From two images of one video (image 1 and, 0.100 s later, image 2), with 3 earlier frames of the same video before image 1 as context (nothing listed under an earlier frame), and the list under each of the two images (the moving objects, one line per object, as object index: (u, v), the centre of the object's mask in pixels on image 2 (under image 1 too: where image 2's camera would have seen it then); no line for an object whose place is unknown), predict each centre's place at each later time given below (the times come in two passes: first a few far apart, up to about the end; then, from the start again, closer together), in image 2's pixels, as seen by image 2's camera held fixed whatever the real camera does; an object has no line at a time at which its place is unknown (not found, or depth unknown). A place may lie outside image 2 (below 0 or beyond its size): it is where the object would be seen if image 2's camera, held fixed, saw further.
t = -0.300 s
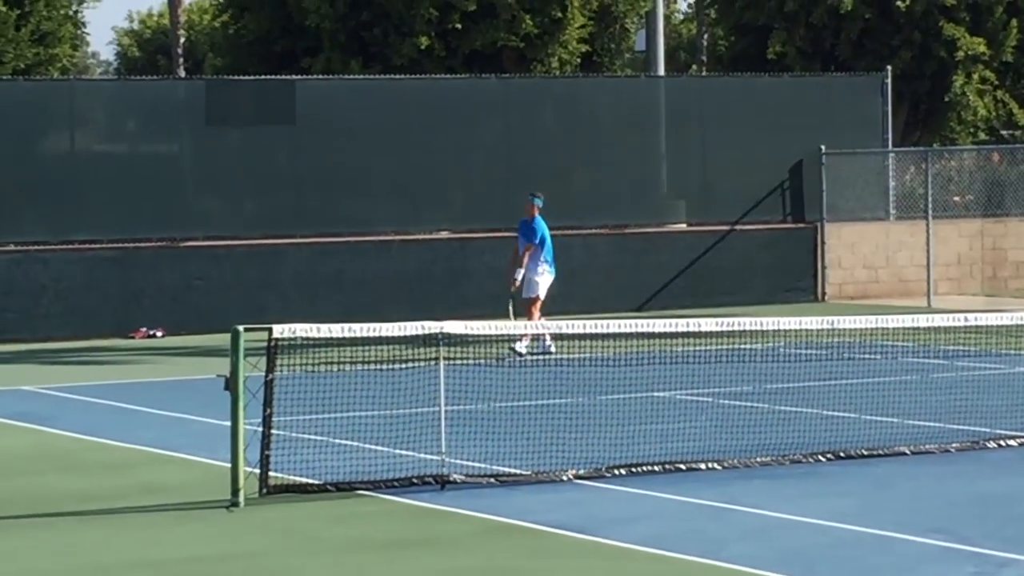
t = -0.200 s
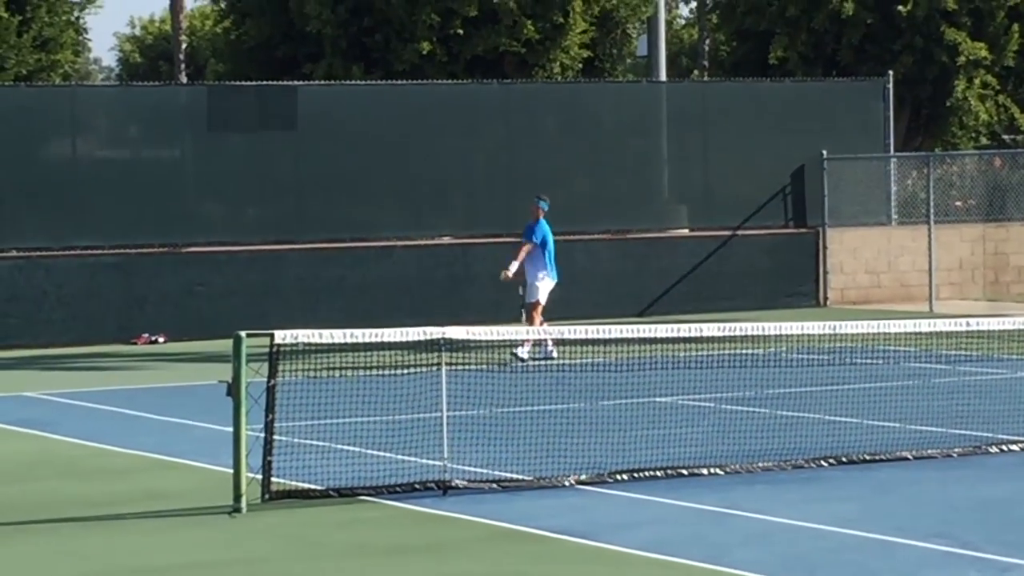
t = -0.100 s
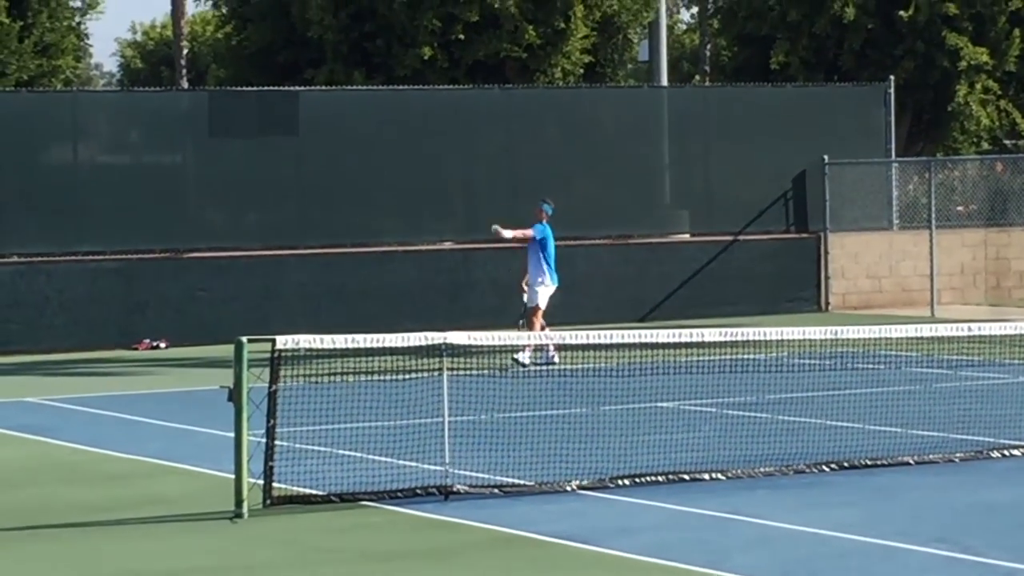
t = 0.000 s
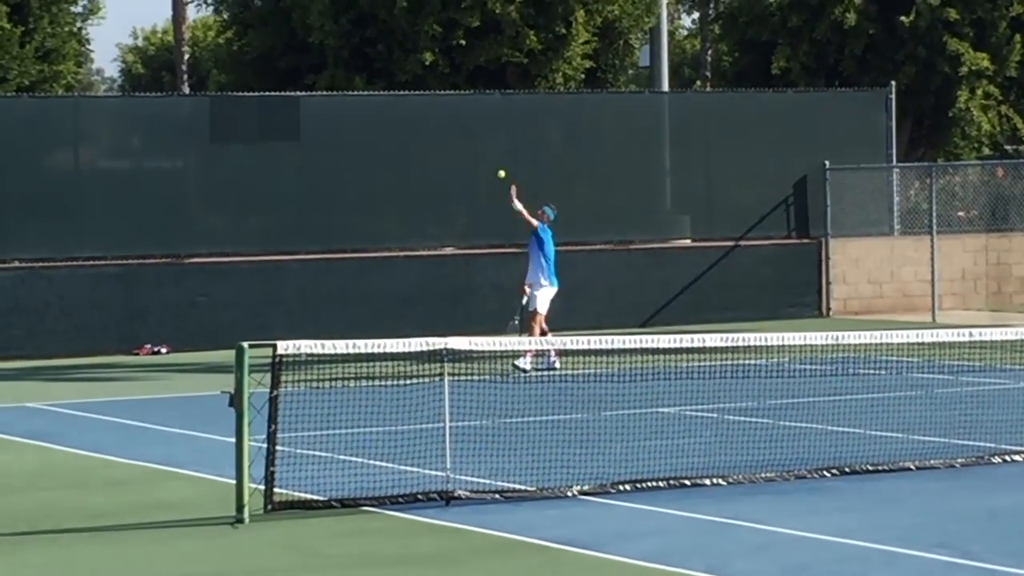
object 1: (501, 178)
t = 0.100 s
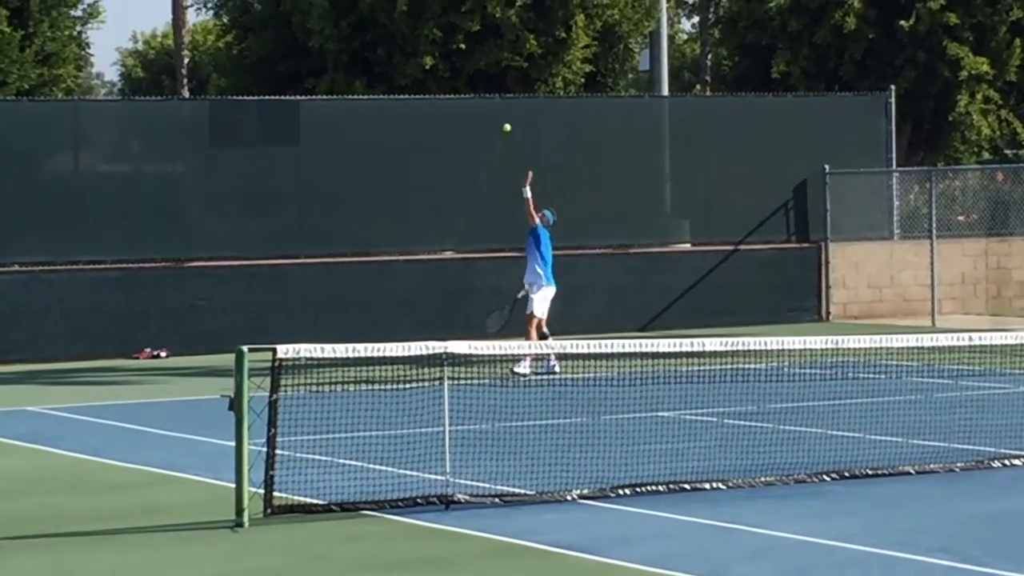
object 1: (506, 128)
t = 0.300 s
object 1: (518, 55)
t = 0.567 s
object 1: (534, 17)
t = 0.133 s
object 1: (509, 113)
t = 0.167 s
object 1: (511, 99)
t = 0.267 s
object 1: (517, 64)
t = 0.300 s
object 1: (518, 55)
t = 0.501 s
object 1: (530, 20)
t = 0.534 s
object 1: (532, 18)
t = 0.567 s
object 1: (534, 17)
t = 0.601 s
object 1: (537, 17)
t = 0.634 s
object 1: (539, 18)
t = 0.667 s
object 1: (541, 20)
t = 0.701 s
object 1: (543, 23)
